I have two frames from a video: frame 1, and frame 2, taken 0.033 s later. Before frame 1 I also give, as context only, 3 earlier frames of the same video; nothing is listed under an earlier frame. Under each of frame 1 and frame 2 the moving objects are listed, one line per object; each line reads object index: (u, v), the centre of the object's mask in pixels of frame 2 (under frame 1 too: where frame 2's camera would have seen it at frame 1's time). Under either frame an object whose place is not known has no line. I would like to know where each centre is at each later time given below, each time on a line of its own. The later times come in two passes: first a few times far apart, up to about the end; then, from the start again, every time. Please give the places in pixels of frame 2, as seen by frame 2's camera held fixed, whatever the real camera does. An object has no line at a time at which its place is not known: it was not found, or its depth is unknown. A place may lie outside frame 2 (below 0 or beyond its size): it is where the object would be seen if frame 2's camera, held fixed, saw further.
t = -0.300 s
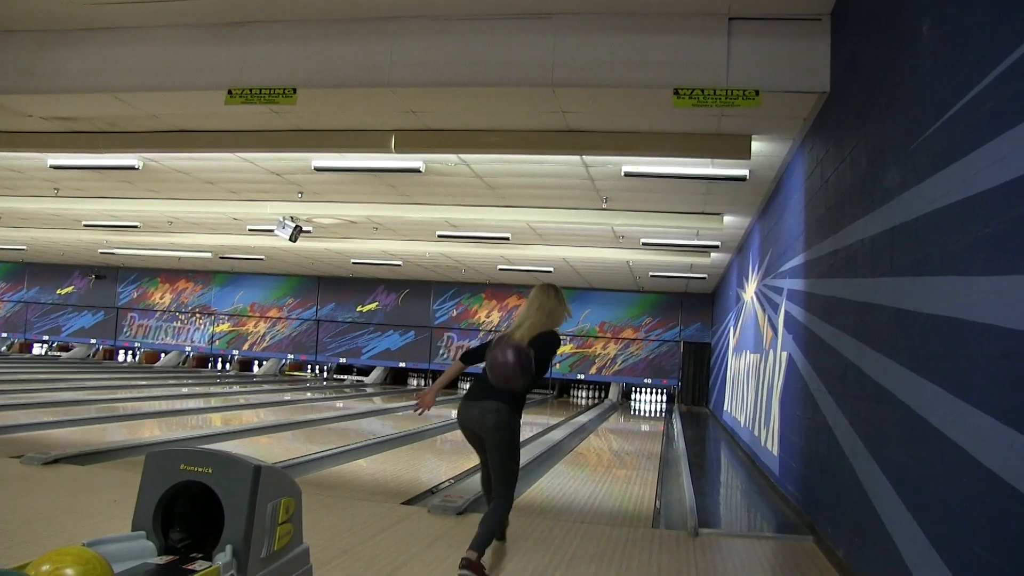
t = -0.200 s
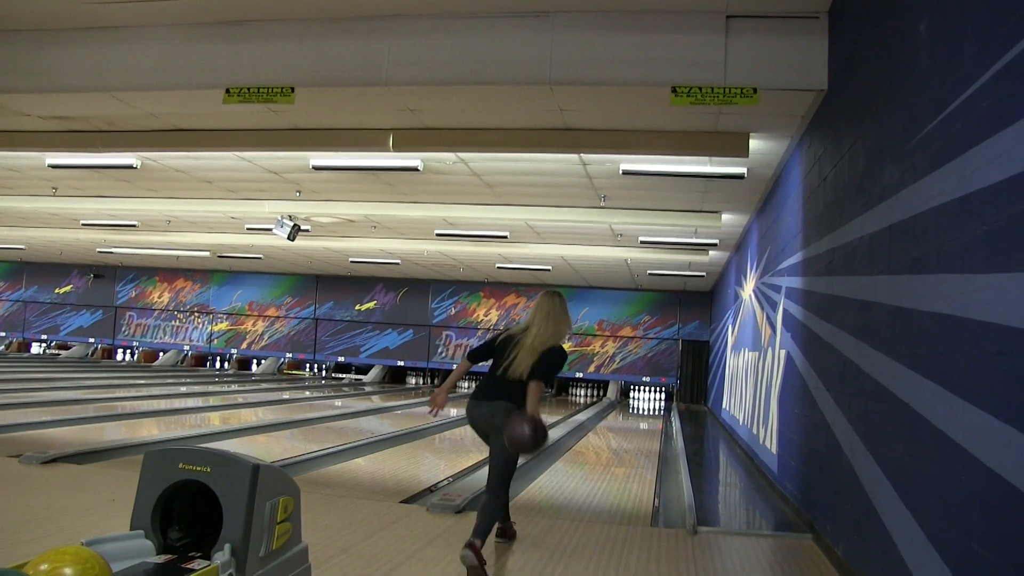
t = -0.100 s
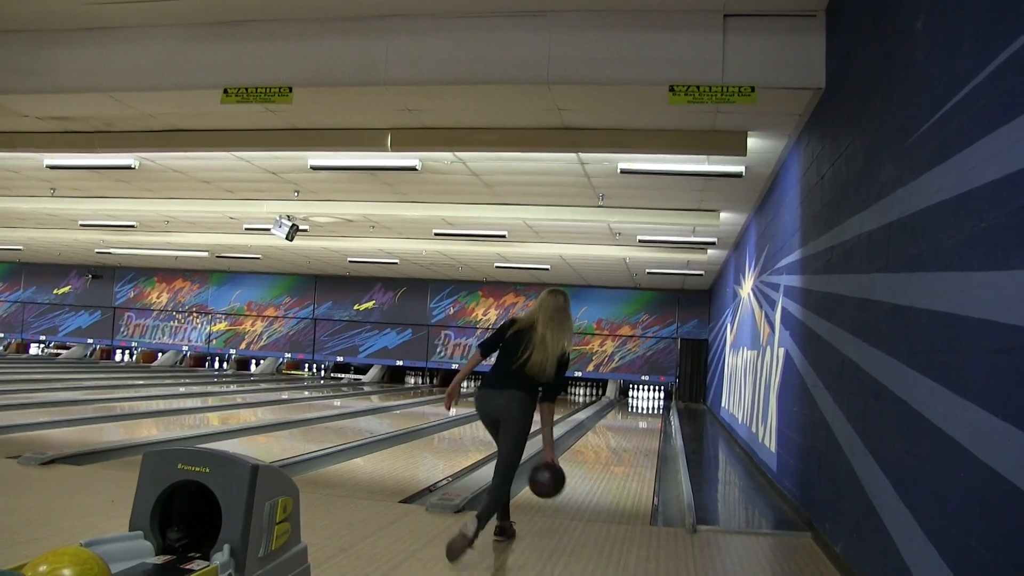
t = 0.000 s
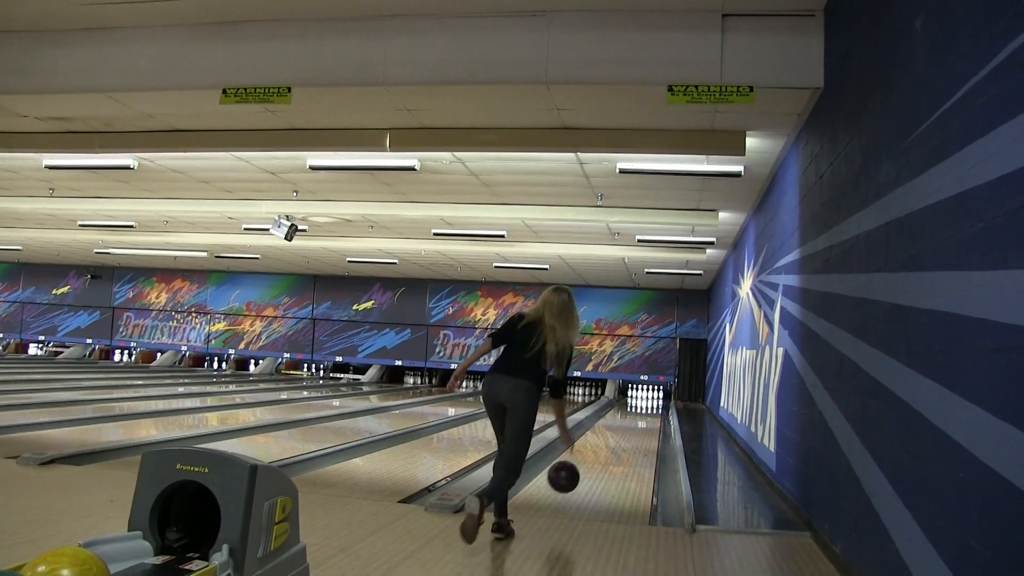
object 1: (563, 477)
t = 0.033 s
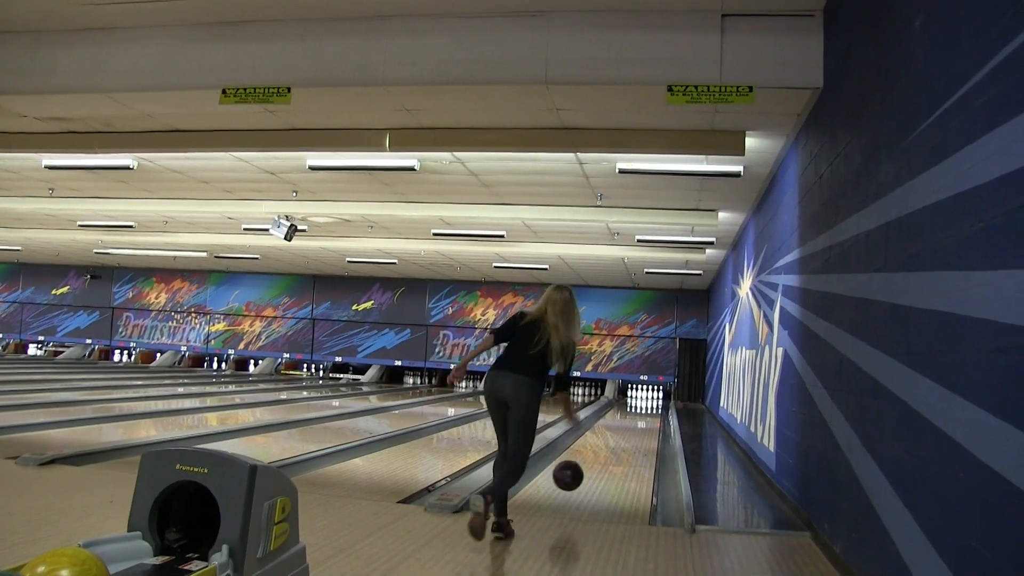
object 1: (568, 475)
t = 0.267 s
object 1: (592, 466)
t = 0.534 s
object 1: (609, 443)
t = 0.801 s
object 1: (621, 428)
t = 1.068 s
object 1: (630, 419)
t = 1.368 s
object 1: (636, 411)
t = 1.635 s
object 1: (640, 406)
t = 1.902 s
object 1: (643, 402)
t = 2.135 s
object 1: (645, 399)
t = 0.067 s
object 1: (572, 475)
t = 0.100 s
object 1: (576, 477)
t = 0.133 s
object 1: (579, 480)
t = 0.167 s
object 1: (583, 478)
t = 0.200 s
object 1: (586, 473)
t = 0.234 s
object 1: (589, 469)
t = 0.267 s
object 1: (592, 466)
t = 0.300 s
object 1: (595, 463)
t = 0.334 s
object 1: (597, 459)
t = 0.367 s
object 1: (600, 456)
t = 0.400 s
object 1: (602, 453)
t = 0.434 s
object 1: (604, 451)
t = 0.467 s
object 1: (606, 448)
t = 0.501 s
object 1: (608, 445)
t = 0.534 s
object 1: (609, 443)
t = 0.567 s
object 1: (611, 441)
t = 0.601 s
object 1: (613, 439)
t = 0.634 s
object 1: (614, 437)
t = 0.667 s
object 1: (616, 435)
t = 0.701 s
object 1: (617, 433)
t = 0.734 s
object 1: (618, 431)
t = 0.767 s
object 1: (619, 430)
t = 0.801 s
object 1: (621, 428)
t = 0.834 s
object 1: (622, 427)
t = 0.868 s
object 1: (623, 425)
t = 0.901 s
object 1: (625, 425)
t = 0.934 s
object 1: (626, 423)
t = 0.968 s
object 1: (627, 423)
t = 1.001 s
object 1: (627, 421)
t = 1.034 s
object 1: (628, 421)
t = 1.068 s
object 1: (630, 419)
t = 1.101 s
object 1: (631, 418)
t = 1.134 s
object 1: (631, 417)
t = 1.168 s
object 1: (632, 416)
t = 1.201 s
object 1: (633, 415)
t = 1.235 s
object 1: (633, 414)
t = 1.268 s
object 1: (634, 413)
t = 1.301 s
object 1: (635, 413)
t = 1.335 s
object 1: (635, 412)
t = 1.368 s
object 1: (636, 411)
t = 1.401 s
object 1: (637, 411)
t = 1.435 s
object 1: (637, 410)
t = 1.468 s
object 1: (638, 409)
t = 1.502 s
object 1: (638, 409)
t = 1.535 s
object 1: (638, 408)
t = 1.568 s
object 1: (639, 408)
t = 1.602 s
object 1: (639, 407)
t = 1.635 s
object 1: (640, 406)
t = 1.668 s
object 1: (640, 405)
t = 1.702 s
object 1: (640, 405)
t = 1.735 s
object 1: (641, 404)
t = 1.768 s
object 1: (642, 404)
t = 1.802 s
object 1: (641, 403)
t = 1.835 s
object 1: (642, 403)
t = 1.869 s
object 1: (642, 402)
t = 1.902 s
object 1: (643, 402)
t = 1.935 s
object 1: (643, 402)
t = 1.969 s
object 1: (643, 401)
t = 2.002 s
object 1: (643, 401)
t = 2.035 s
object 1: (644, 400)
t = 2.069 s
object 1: (644, 400)
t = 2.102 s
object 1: (644, 399)
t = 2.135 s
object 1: (645, 399)
